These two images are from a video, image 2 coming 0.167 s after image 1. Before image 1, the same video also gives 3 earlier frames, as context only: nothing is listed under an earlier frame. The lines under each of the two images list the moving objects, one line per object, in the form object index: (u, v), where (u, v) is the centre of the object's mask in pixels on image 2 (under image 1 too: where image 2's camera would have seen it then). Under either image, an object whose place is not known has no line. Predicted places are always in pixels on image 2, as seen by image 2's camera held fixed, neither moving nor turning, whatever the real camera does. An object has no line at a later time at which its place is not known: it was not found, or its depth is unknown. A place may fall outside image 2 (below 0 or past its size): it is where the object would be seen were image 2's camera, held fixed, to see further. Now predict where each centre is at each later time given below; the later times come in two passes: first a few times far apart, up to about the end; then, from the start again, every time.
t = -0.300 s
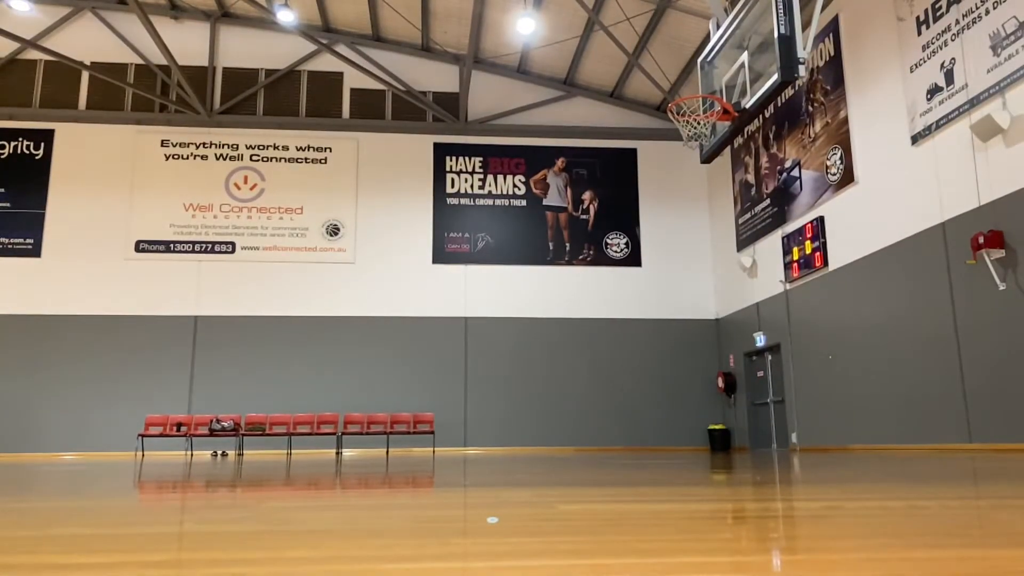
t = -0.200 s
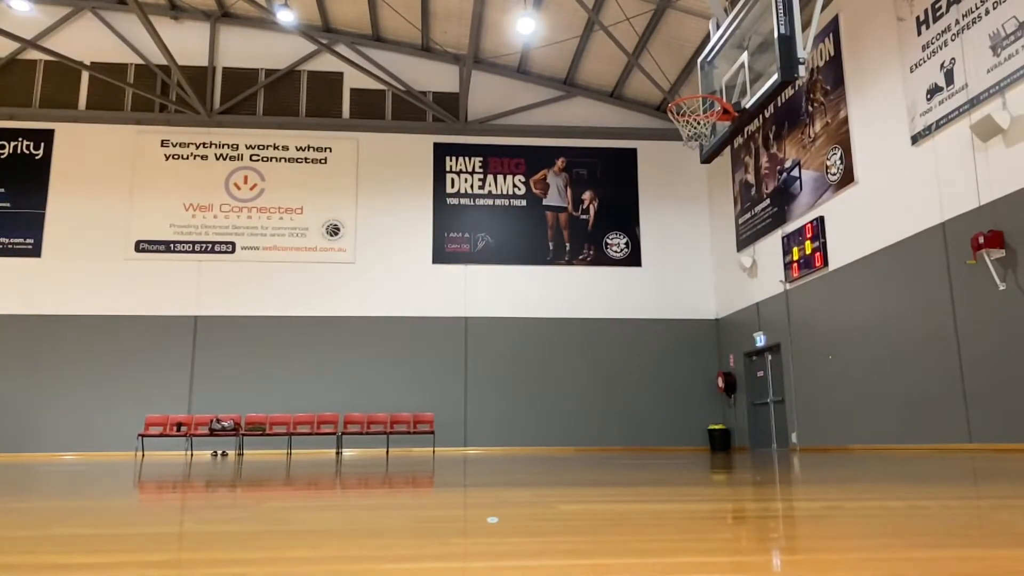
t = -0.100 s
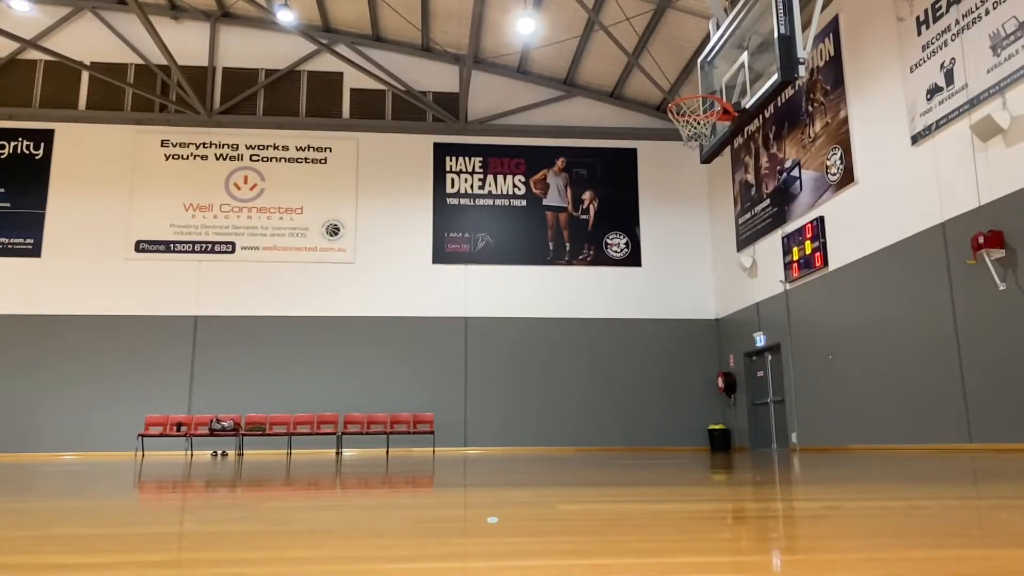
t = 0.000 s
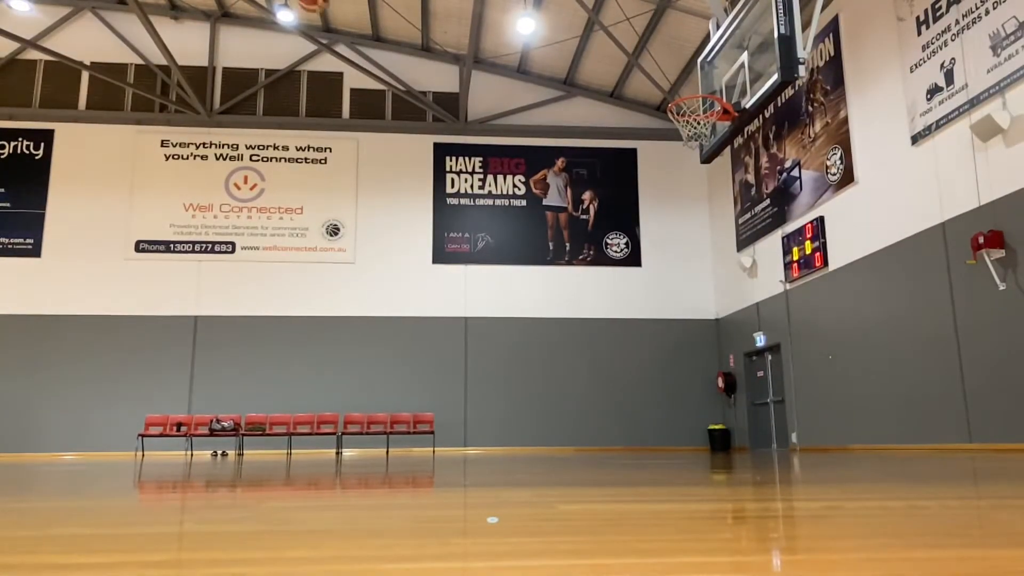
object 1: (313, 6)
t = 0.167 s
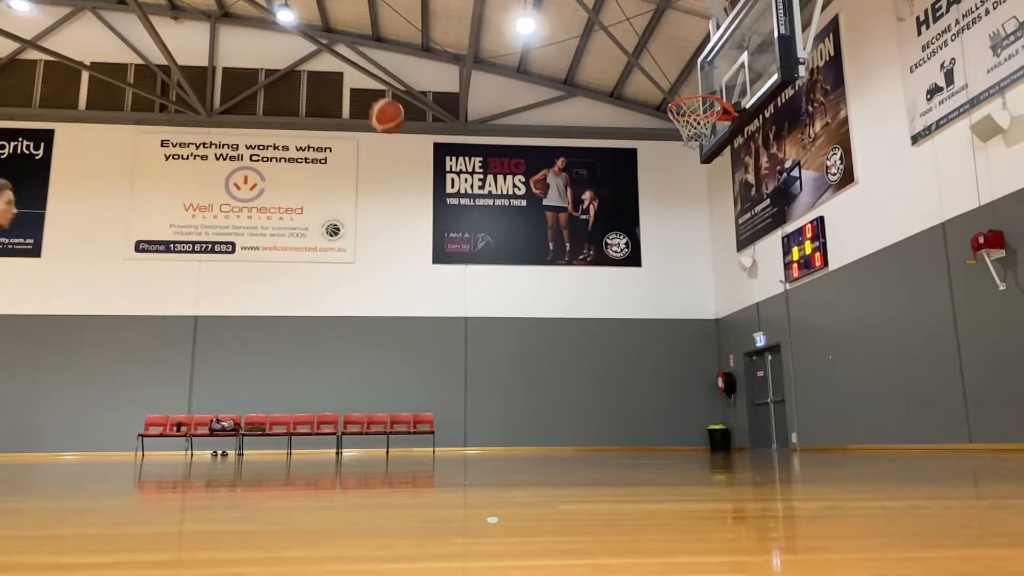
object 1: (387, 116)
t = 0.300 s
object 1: (442, 233)
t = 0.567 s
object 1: (529, 386)
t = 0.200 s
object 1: (401, 143)
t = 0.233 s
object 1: (415, 172)
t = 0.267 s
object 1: (429, 203)
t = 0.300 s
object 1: (442, 233)
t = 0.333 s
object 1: (455, 265)
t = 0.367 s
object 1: (469, 298)
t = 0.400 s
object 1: (482, 333)
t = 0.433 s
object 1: (495, 368)
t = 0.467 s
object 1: (508, 405)
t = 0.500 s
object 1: (520, 443)
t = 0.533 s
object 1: (524, 413)
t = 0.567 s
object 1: (529, 386)
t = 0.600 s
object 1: (533, 362)
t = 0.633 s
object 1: (538, 338)
